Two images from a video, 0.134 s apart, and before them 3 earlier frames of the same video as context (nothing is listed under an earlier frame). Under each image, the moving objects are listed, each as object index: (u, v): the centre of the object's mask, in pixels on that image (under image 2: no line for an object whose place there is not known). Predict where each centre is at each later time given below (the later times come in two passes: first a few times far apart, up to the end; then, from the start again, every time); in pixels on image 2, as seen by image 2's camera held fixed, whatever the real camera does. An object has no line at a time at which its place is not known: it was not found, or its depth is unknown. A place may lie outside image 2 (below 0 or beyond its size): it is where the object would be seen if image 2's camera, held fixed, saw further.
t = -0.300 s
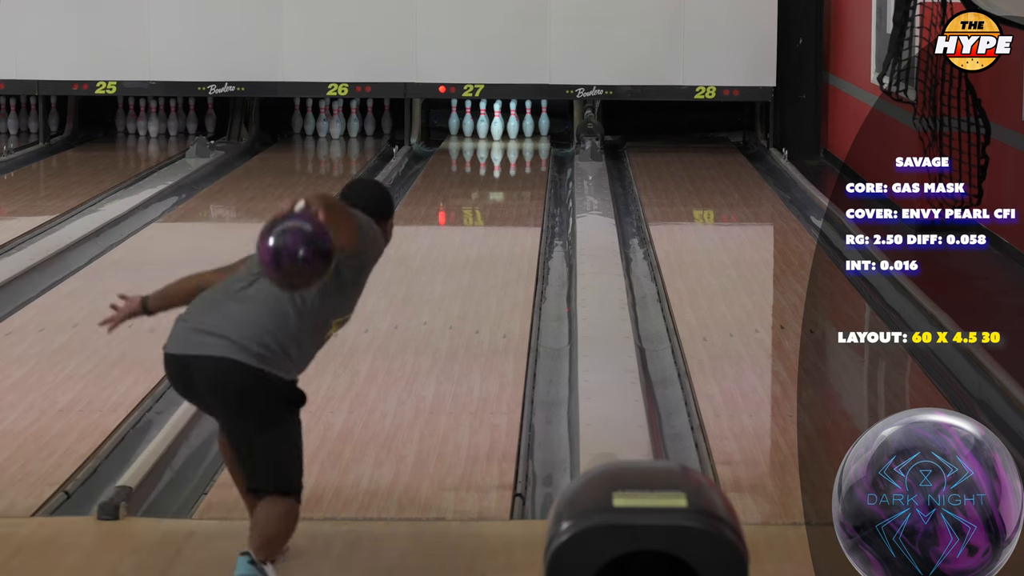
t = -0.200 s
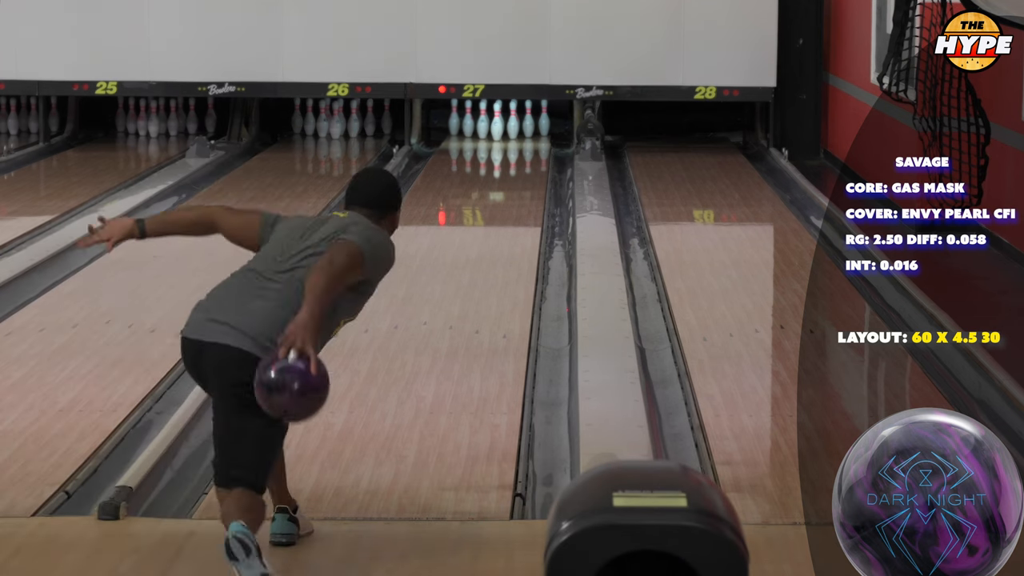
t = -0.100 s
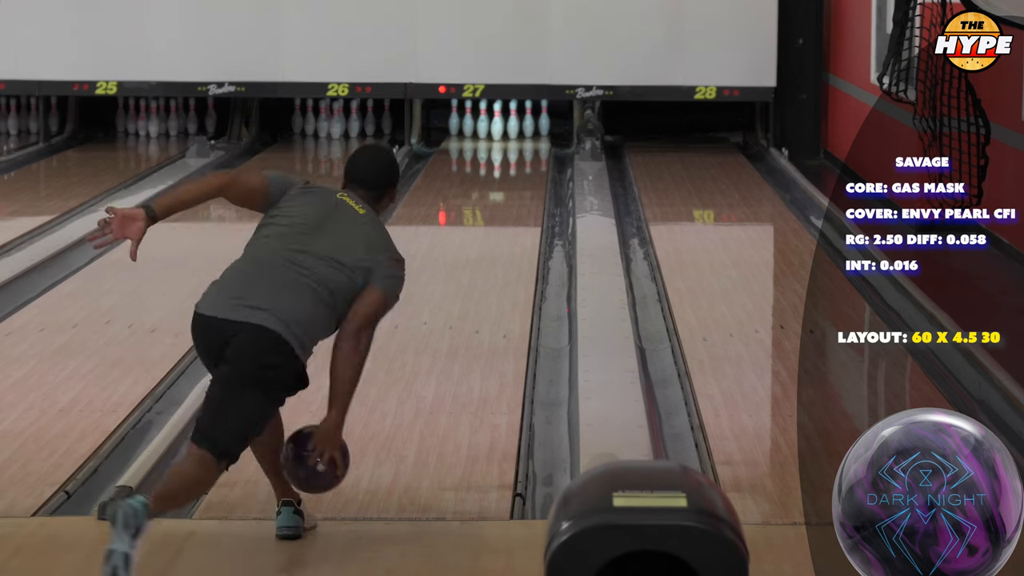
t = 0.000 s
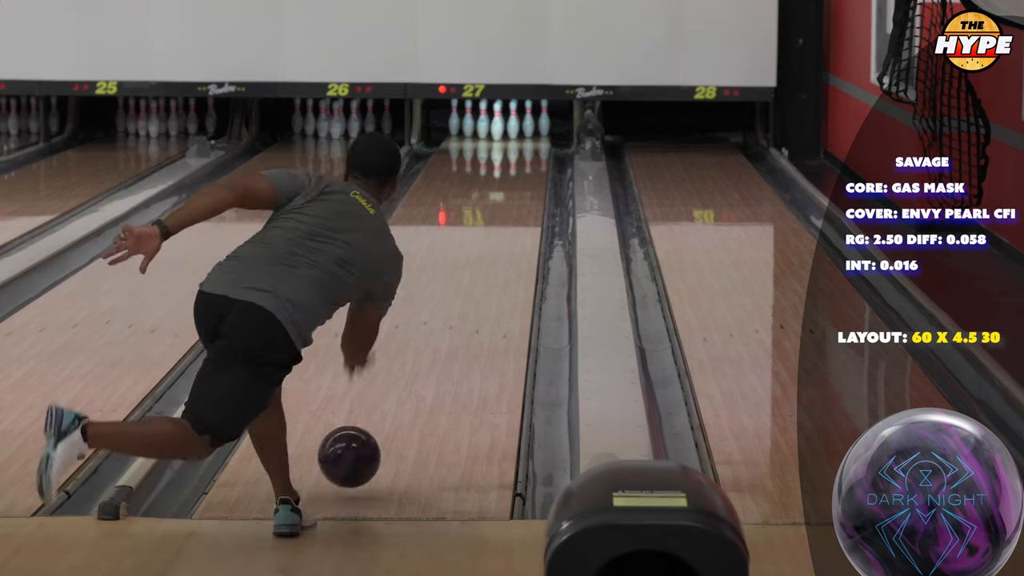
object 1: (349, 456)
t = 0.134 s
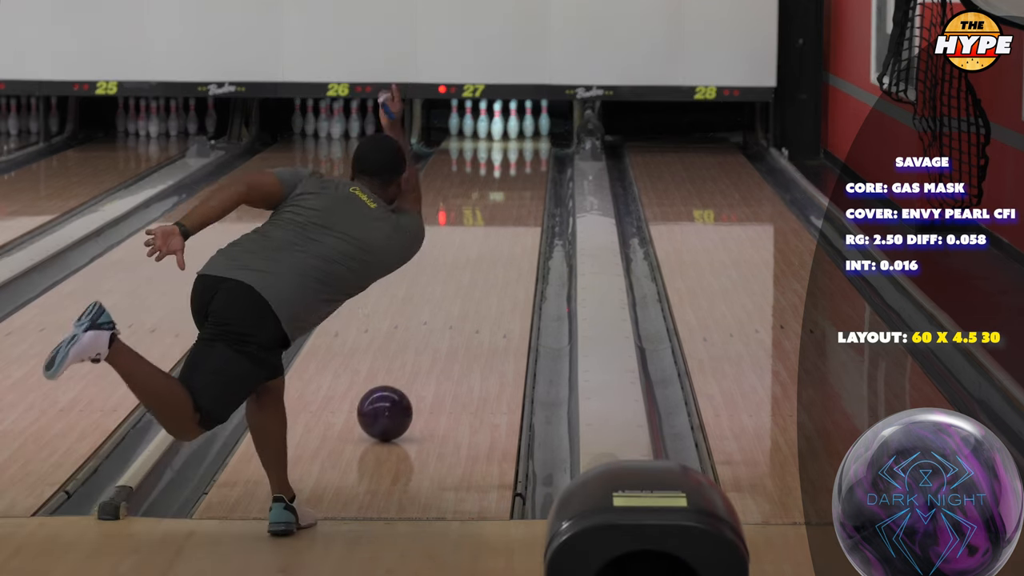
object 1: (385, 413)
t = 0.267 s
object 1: (413, 367)
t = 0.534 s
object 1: (455, 298)
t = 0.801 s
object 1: (484, 251)
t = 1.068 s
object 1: (504, 214)
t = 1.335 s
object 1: (519, 187)
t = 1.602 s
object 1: (526, 164)
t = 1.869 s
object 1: (523, 147)
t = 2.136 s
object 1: (510, 133)
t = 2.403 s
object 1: (511, 126)
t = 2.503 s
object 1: (514, 123)
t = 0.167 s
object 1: (392, 401)
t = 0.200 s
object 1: (400, 389)
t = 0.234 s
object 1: (406, 378)
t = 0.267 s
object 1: (413, 367)
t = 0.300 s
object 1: (419, 357)
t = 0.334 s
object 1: (425, 347)
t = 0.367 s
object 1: (430, 338)
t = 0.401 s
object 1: (436, 329)
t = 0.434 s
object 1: (442, 322)
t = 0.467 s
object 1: (446, 313)
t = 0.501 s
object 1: (450, 305)
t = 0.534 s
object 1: (455, 298)
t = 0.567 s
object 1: (459, 292)
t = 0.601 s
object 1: (463, 285)
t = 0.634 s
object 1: (467, 279)
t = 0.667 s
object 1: (470, 273)
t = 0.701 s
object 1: (474, 267)
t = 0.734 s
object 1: (477, 261)
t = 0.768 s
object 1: (480, 256)
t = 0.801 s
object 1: (484, 251)
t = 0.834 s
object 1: (486, 245)
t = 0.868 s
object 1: (489, 240)
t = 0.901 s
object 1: (492, 236)
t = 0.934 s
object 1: (495, 231)
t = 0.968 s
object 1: (497, 227)
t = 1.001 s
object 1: (500, 222)
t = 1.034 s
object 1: (502, 218)
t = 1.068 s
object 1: (504, 214)
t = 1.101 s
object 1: (506, 210)
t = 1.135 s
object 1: (508, 207)
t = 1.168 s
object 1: (510, 203)
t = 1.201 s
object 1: (512, 200)
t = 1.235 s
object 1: (514, 196)
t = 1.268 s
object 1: (515, 193)
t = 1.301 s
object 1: (517, 190)
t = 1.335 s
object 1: (519, 187)
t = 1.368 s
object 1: (520, 184)
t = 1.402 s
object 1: (521, 180)
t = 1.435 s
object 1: (522, 177)
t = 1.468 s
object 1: (523, 174)
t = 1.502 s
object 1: (524, 171)
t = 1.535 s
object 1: (525, 169)
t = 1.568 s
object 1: (525, 167)
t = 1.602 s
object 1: (526, 164)
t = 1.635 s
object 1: (526, 162)
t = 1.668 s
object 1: (526, 159)
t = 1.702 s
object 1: (526, 157)
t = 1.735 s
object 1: (526, 155)
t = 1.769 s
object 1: (525, 153)
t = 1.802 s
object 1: (525, 151)
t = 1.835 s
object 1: (524, 150)
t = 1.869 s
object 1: (523, 147)
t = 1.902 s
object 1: (522, 145)
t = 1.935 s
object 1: (521, 144)
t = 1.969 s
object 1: (519, 142)
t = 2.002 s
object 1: (517, 140)
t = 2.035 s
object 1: (515, 138)
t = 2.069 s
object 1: (513, 137)
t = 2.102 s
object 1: (511, 135)
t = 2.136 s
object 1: (510, 133)
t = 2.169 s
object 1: (508, 132)
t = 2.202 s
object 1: (507, 130)
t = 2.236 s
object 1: (508, 129)
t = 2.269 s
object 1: (507, 129)
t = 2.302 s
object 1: (507, 128)
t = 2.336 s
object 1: (507, 126)
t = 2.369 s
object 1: (509, 126)
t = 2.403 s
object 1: (511, 126)
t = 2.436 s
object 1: (513, 125)
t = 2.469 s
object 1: (516, 125)
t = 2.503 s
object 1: (514, 123)
